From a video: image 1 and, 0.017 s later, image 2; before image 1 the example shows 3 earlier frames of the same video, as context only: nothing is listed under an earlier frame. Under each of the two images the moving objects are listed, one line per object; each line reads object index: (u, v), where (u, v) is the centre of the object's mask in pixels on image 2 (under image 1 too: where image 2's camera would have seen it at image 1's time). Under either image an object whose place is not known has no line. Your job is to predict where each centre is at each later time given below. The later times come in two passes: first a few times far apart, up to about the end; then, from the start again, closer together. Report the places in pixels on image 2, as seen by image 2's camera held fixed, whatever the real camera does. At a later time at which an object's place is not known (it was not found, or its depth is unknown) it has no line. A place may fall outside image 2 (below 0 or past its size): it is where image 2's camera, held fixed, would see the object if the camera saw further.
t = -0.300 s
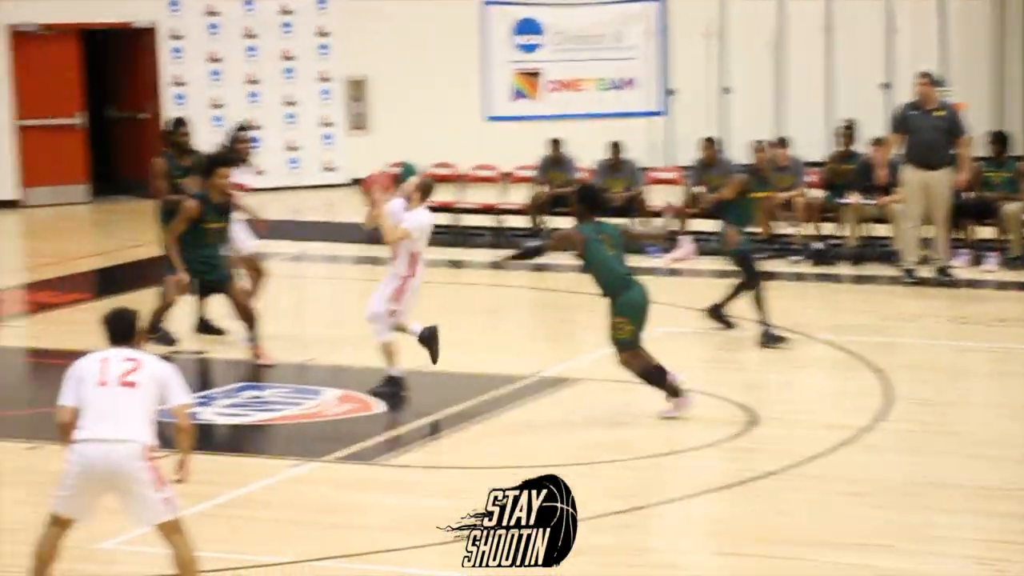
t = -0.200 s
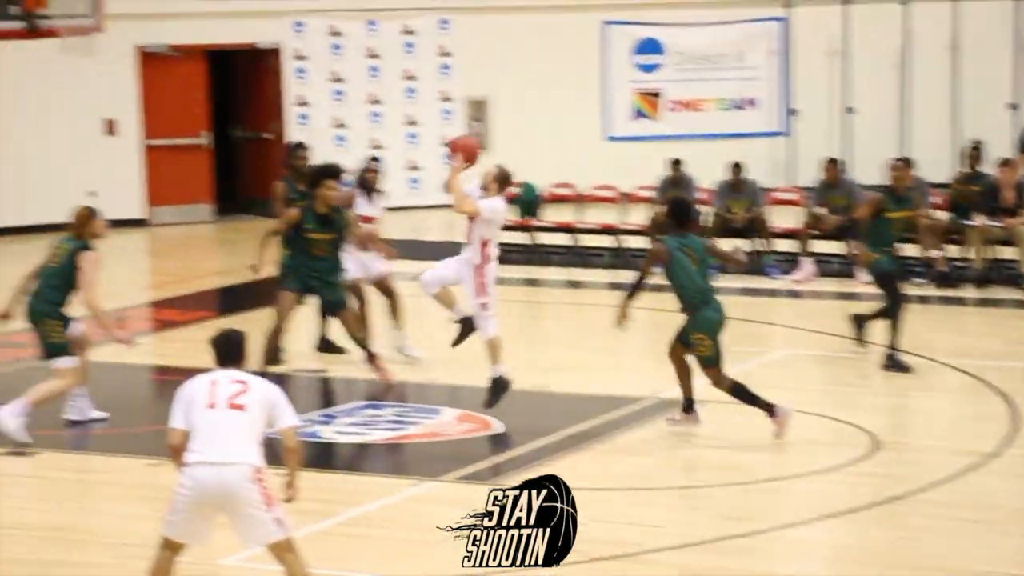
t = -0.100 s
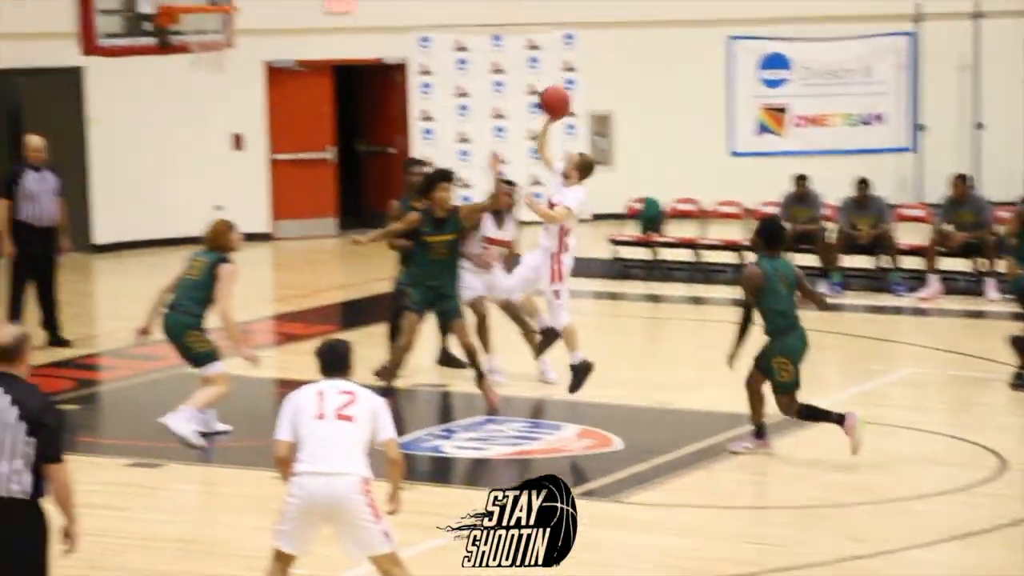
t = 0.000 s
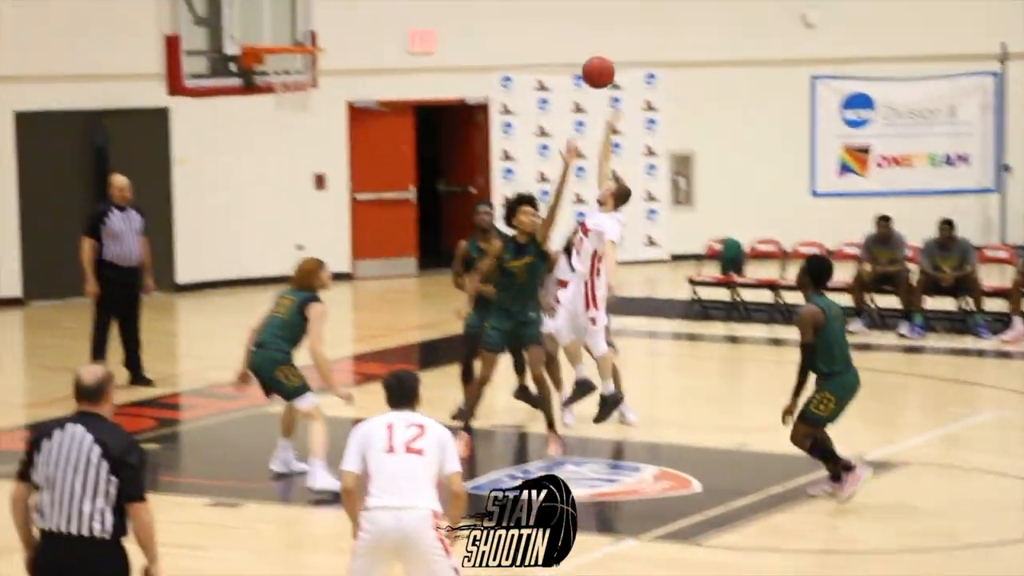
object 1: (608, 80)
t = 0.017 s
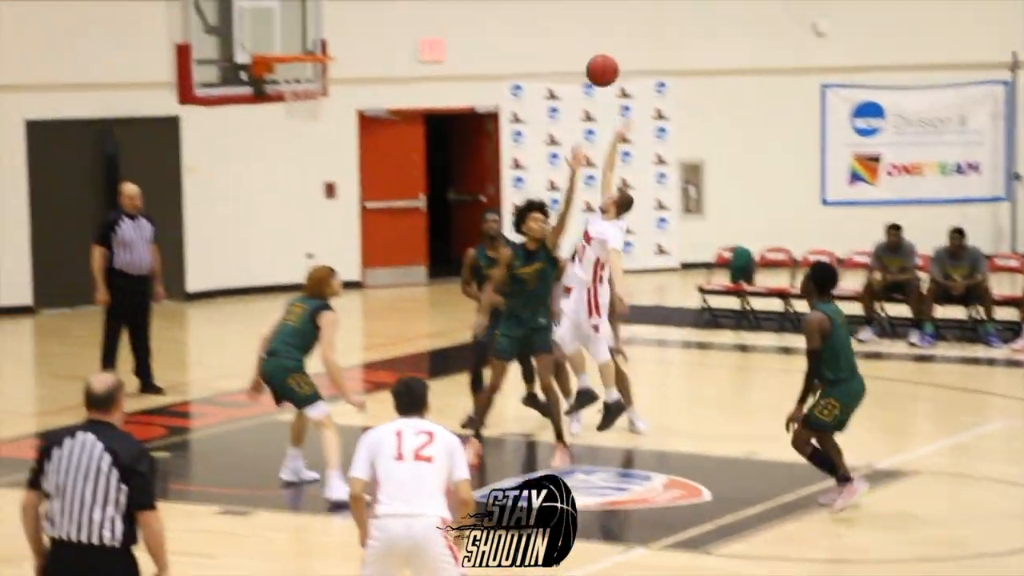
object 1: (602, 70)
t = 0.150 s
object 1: (554, 3)
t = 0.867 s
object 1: (304, 54)
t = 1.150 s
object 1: (287, 112)
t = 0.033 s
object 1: (596, 61)
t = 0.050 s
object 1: (590, 51)
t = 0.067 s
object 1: (584, 42)
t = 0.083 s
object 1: (578, 33)
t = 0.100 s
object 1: (572, 25)
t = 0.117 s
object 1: (565, 18)
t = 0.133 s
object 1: (559, 10)
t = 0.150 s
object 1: (554, 3)
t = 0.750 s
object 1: (342, 2)
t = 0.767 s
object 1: (337, 9)
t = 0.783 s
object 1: (331, 16)
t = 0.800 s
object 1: (325, 23)
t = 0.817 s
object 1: (319, 31)
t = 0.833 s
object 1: (314, 40)
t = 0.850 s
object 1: (309, 46)
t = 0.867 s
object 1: (304, 54)
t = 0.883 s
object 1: (300, 60)
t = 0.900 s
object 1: (296, 72)
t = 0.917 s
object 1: (292, 75)
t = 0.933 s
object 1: (288, 78)
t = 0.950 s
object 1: (284, 81)
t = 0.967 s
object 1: (282, 84)
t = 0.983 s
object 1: (278, 85)
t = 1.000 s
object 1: (277, 91)
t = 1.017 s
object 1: (276, 92)
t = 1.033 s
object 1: (276, 92)
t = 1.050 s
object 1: (275, 94)
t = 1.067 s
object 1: (276, 95)
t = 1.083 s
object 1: (278, 98)
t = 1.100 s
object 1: (281, 103)
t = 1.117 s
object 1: (283, 106)
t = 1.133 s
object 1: (285, 109)
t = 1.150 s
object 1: (287, 112)
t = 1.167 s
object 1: (290, 117)
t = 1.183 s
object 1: (292, 122)
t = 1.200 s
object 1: (294, 127)
